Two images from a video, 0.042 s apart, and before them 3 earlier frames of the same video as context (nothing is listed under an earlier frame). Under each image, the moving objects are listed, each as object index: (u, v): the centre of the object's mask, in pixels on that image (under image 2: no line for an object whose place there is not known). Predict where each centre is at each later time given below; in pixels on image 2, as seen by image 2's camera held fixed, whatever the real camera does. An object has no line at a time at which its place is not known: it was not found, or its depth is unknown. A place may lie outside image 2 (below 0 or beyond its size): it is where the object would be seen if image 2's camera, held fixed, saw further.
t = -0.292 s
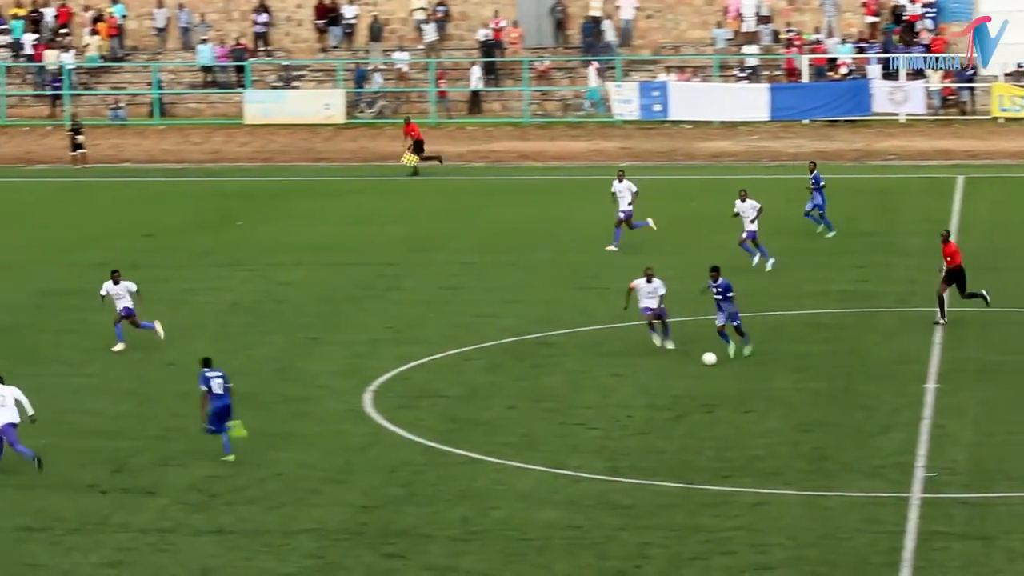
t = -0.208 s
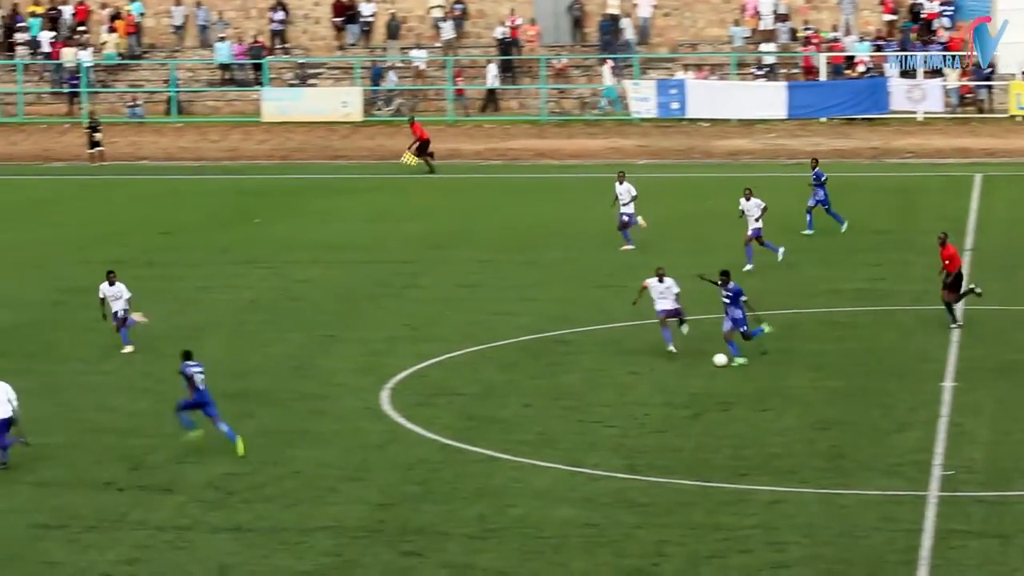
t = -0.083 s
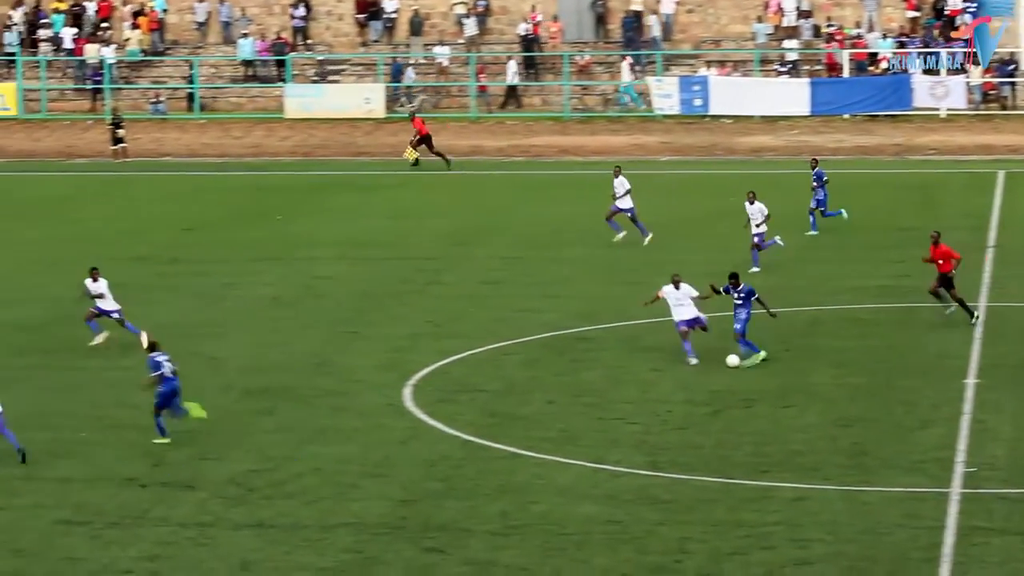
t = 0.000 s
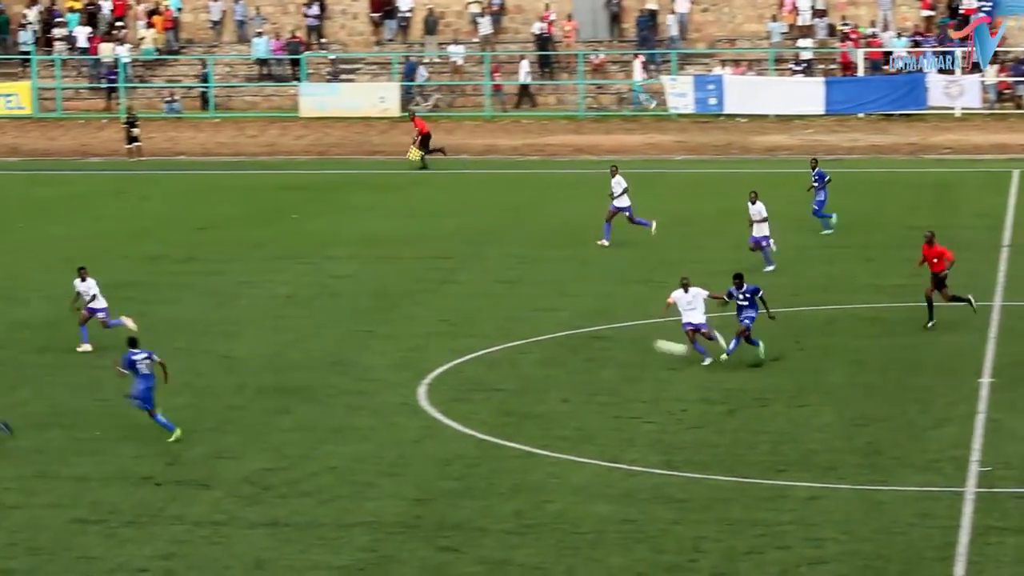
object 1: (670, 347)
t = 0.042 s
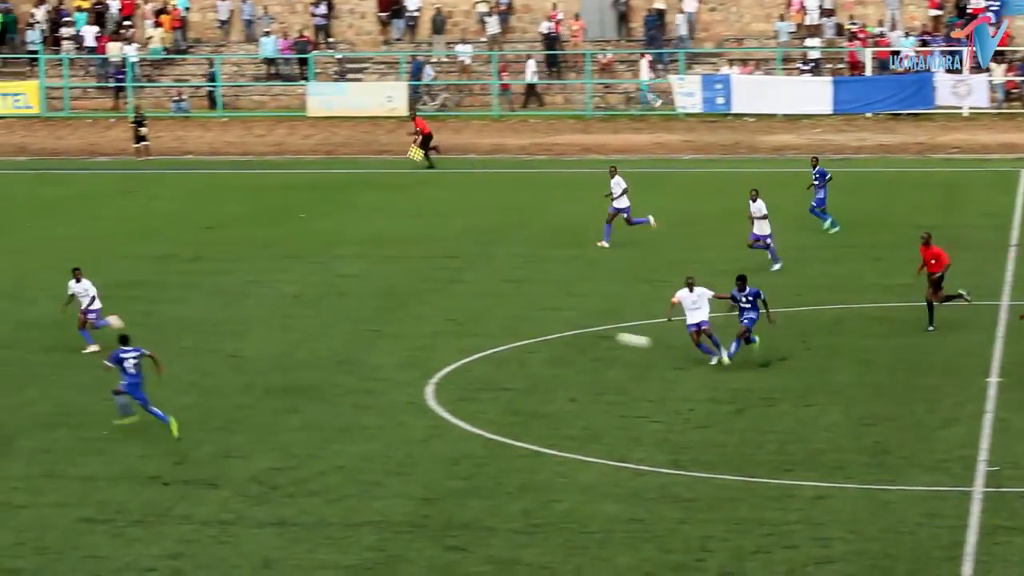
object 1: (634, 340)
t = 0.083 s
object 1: (589, 334)
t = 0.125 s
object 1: (544, 328)
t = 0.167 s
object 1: (500, 324)
